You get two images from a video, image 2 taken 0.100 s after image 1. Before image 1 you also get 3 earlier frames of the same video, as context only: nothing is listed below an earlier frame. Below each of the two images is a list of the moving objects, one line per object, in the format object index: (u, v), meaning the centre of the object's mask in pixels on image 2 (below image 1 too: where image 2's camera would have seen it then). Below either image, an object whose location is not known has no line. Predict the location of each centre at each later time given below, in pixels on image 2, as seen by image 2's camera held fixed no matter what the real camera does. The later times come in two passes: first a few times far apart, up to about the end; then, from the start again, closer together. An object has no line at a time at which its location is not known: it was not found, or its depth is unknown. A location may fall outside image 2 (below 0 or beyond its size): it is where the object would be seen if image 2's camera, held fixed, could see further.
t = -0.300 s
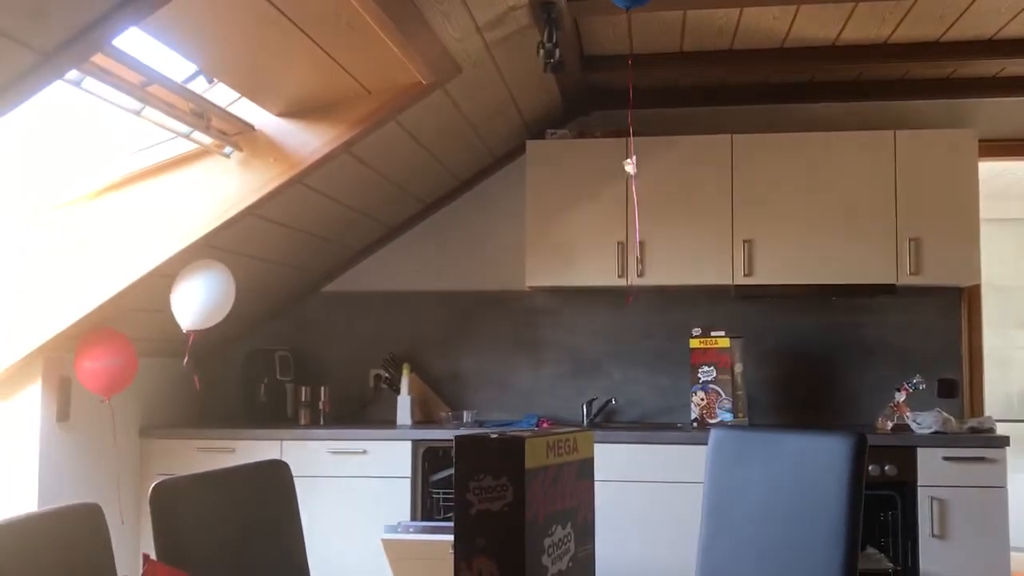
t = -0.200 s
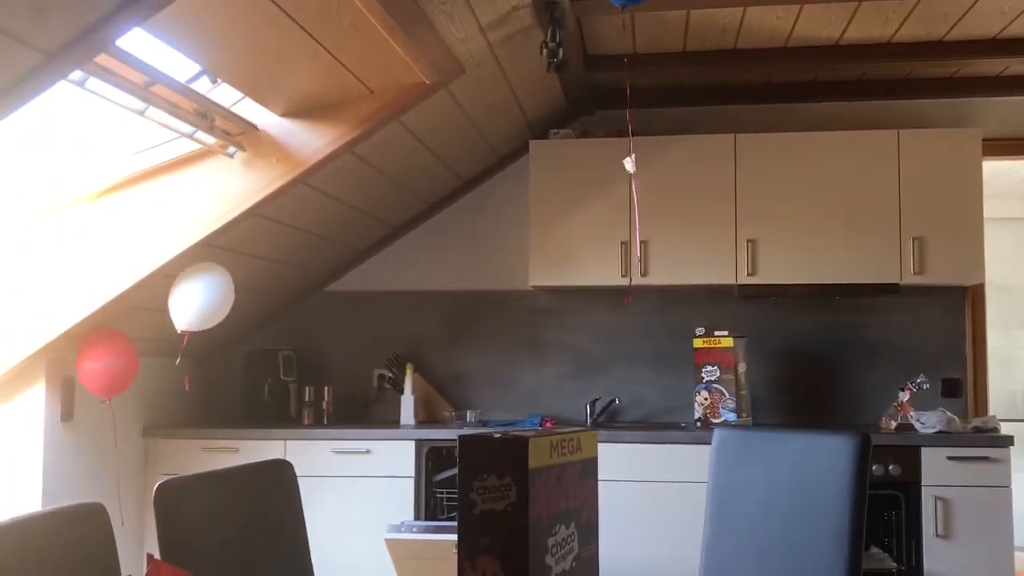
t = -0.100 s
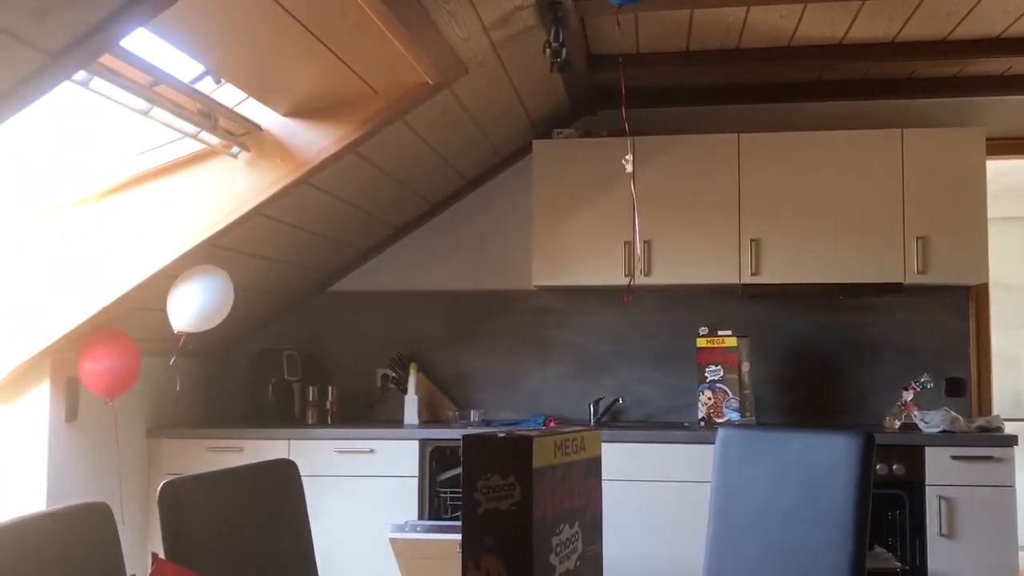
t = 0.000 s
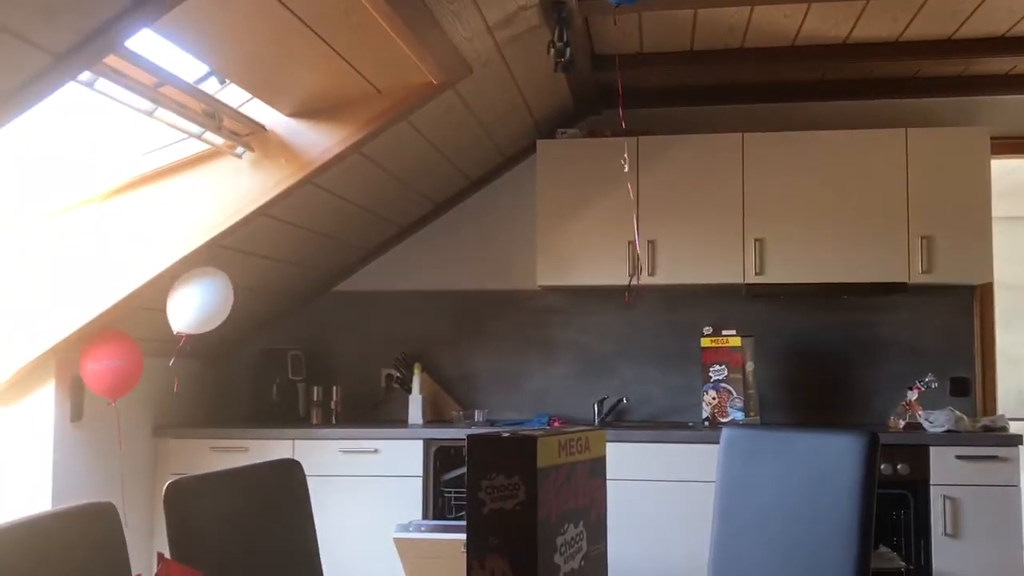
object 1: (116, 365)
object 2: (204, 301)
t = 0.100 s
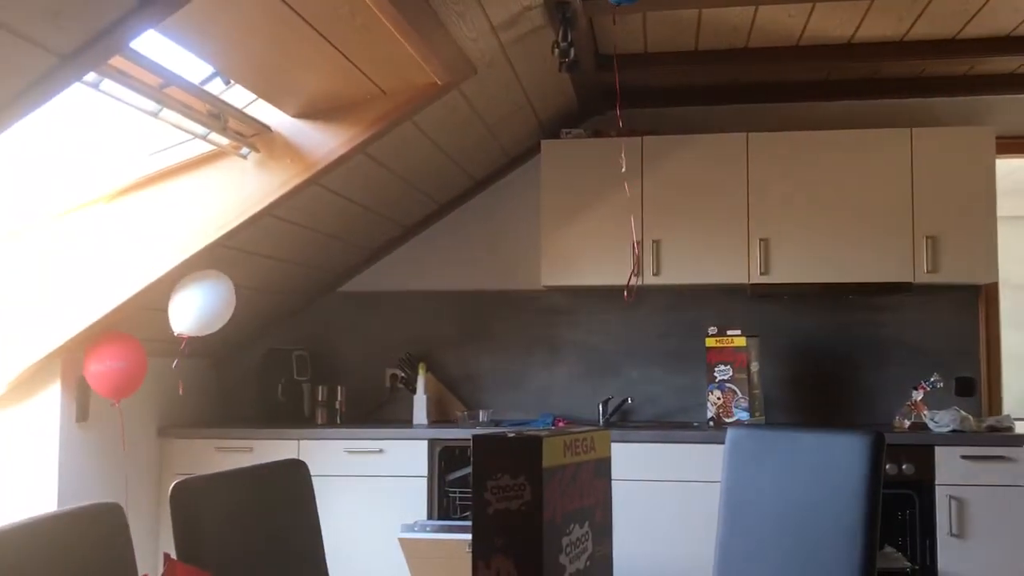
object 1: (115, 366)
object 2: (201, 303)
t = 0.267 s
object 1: (112, 367)
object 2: (197, 307)
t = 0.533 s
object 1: (108, 372)
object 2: (194, 315)
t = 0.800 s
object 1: (103, 372)
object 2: (191, 316)
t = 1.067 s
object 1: (97, 375)
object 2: (189, 320)
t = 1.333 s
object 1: (88, 375)
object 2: (187, 322)
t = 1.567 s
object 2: (186, 324)
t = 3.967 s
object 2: (217, 315)
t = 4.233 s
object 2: (221, 315)
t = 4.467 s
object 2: (223, 317)
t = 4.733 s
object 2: (224, 319)
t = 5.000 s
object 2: (224, 321)
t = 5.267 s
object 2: (224, 322)
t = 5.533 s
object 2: (225, 323)
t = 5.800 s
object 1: (240, 255)
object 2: (226, 322)
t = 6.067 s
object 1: (270, 318)
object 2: (220, 320)
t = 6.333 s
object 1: (278, 381)
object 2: (229, 318)
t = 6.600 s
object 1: (271, 380)
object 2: (228, 317)
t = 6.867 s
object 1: (302, 356)
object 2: (229, 315)
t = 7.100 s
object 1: (359, 341)
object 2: (229, 313)
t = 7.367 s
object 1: (455, 339)
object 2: (230, 312)
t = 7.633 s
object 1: (584, 364)
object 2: (229, 312)
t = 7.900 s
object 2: (228, 312)
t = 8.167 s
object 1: (890, 388)
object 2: (228, 313)
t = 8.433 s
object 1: (977, 347)
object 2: (227, 314)
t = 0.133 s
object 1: (115, 366)
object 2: (201, 304)
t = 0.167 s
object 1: (114, 366)
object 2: (200, 305)
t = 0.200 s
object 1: (113, 366)
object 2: (199, 306)
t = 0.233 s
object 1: (113, 367)
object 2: (198, 306)
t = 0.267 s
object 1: (112, 367)
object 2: (197, 307)
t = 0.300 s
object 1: (111, 367)
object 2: (196, 307)
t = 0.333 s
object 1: (110, 368)
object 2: (195, 308)
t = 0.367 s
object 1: (110, 368)
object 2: (195, 308)
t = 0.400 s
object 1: (109, 368)
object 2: (195, 309)
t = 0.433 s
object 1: (108, 368)
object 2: (194, 310)
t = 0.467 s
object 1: (108, 368)
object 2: (194, 311)
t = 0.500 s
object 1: (108, 369)
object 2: (194, 311)
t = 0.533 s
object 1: (108, 372)
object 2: (194, 315)
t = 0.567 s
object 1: (106, 368)
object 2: (193, 312)
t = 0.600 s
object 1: (106, 370)
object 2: (193, 313)
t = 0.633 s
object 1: (105, 370)
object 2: (192, 313)
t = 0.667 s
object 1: (104, 370)
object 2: (192, 314)
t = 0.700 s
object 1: (104, 370)
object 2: (192, 314)
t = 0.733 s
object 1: (103, 371)
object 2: (192, 315)
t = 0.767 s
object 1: (103, 372)
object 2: (191, 316)
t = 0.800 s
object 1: (103, 372)
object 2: (191, 316)
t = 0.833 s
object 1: (103, 373)
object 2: (191, 316)
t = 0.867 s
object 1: (102, 373)
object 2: (191, 317)
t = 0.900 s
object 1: (101, 374)
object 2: (190, 317)
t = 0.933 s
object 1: (101, 374)
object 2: (190, 318)
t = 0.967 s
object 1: (100, 374)
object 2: (189, 318)
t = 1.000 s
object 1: (100, 375)
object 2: (189, 319)
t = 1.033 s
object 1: (99, 375)
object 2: (189, 319)
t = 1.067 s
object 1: (97, 375)
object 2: (189, 320)
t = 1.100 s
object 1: (97, 376)
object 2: (188, 320)
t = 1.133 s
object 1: (95, 376)
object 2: (188, 320)
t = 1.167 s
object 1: (94, 376)
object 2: (188, 321)
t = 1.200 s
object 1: (93, 376)
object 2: (187, 321)
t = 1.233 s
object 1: (92, 375)
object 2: (187, 321)
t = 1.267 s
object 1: (91, 375)
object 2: (187, 322)
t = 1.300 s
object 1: (89, 375)
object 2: (187, 322)
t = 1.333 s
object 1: (88, 375)
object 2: (187, 322)
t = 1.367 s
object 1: (87, 375)
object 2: (187, 323)
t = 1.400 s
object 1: (86, 376)
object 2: (187, 323)
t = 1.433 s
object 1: (85, 376)
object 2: (186, 323)
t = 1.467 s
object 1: (84, 376)
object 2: (186, 323)
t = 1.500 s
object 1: (83, 376)
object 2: (186, 324)
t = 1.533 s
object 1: (81, 376)
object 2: (186, 324)
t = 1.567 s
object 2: (186, 324)
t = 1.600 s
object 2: (186, 324)
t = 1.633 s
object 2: (185, 324)
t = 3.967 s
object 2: (217, 315)
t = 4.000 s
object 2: (218, 314)
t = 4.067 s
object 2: (219, 315)
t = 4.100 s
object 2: (220, 315)
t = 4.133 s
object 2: (220, 315)
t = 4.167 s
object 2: (221, 315)
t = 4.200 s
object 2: (221, 315)
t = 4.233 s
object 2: (221, 315)
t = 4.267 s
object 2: (221, 315)
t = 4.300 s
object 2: (222, 316)
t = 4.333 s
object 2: (222, 316)
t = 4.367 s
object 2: (222, 316)
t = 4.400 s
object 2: (223, 317)
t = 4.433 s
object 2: (223, 317)
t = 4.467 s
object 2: (223, 317)
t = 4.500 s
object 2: (223, 317)
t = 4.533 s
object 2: (223, 317)
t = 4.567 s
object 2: (224, 318)
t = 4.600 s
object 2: (223, 318)
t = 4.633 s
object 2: (224, 318)
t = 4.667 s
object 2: (224, 319)
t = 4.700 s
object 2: (224, 319)
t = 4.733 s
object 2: (224, 319)
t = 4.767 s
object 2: (224, 320)
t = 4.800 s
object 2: (224, 320)
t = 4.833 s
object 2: (224, 320)
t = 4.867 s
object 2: (224, 320)
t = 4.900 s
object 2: (224, 321)
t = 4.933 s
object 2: (224, 321)
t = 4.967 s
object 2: (224, 321)
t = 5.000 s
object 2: (224, 321)
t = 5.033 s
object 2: (224, 321)
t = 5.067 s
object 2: (224, 321)
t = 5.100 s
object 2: (224, 322)
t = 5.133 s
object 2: (224, 322)
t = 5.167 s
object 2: (224, 322)
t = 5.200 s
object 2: (224, 322)
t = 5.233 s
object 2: (224, 322)
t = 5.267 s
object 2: (224, 322)
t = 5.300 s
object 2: (226, 324)
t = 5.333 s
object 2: (225, 323)
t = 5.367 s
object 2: (224, 324)
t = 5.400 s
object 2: (223, 322)
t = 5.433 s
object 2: (224, 323)
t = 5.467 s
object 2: (223, 323)
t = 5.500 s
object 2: (222, 322)
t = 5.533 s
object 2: (225, 323)
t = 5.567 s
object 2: (225, 322)
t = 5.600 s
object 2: (225, 322)
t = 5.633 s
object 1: (221, 226)
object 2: (225, 322)
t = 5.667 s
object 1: (224, 231)
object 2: (225, 322)
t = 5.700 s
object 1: (228, 237)
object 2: (226, 322)
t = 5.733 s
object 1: (232, 243)
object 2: (226, 322)
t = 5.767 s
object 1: (236, 249)
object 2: (226, 321)
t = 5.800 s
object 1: (240, 255)
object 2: (226, 322)
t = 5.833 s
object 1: (244, 261)
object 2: (226, 323)
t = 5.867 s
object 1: (247, 268)
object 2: (225, 324)
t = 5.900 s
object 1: (250, 275)
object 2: (224, 325)
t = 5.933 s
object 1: (254, 282)
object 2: (223, 326)
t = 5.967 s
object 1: (259, 291)
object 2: (221, 326)
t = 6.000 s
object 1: (262, 299)
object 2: (220, 324)
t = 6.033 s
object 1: (266, 309)
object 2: (220, 322)
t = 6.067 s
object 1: (270, 318)
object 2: (220, 320)
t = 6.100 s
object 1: (273, 328)
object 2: (222, 319)
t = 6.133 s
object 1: (276, 338)
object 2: (224, 318)
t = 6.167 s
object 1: (278, 347)
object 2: (226, 318)
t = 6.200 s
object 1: (279, 356)
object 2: (228, 318)
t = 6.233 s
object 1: (280, 364)
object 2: (228, 319)
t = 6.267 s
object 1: (280, 371)
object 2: (228, 319)
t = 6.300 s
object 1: (279, 376)
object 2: (228, 318)
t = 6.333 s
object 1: (278, 381)
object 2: (229, 318)
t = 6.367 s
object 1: (276, 384)
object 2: (228, 318)
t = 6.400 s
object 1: (274, 386)
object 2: (228, 318)
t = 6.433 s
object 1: (272, 386)
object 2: (228, 318)
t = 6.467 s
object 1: (271, 386)
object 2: (228, 317)
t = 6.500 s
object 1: (270, 385)
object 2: (228, 317)
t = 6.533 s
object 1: (270, 384)
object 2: (228, 317)
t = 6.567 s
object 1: (270, 382)
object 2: (228, 317)
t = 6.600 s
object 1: (271, 380)
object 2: (228, 317)
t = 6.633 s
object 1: (272, 377)
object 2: (228, 316)
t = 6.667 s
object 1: (275, 374)
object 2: (228, 316)
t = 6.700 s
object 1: (277, 371)
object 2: (229, 316)
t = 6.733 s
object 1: (281, 368)
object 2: (229, 316)
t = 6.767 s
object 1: (285, 365)
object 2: (229, 315)
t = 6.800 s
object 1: (290, 362)
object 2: (229, 315)
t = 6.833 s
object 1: (296, 359)
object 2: (229, 315)
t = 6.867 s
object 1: (302, 356)
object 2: (229, 315)
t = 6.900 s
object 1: (309, 353)
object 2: (229, 314)
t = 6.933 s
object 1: (316, 351)
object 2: (229, 314)
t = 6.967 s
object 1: (323, 349)
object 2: (229, 314)
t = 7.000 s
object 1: (332, 347)
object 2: (229, 314)
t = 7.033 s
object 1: (340, 345)
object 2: (229, 314)
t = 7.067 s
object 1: (349, 343)
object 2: (229, 314)
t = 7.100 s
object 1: (359, 341)
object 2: (229, 313)
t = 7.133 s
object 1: (368, 340)
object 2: (229, 313)
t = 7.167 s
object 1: (379, 339)
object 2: (229, 313)
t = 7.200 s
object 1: (390, 338)
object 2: (230, 313)
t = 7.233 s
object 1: (402, 337)
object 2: (230, 312)
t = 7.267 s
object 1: (414, 337)
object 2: (230, 312)
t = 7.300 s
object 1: (428, 337)
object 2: (230, 312)
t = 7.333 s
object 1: (441, 337)
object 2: (230, 312)
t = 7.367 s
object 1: (455, 339)
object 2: (230, 312)
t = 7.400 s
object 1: (470, 340)
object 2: (230, 312)
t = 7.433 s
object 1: (485, 342)
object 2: (230, 312)
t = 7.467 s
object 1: (502, 345)
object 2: (230, 312)
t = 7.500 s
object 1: (517, 348)
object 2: (230, 312)
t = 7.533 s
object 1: (534, 351)
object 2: (230, 312)
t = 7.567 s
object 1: (550, 355)
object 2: (230, 312)
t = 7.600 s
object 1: (567, 360)
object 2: (230, 312)
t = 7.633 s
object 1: (584, 364)
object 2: (229, 312)
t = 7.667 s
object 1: (601, 369)
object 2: (229, 312)
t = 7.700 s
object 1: (619, 373)
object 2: (229, 312)
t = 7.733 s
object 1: (636, 379)
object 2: (229, 312)
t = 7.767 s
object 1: (654, 384)
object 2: (229, 312)
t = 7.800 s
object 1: (671, 388)
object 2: (229, 312)
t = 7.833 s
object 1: (691, 393)
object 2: (229, 312)
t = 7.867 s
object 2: (229, 312)
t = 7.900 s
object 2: (228, 312)
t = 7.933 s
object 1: (755, 392)
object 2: (228, 312)
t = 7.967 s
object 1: (777, 391)
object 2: (228, 312)
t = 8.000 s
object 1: (797, 392)
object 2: (228, 312)
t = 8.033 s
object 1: (817, 392)
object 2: (228, 313)
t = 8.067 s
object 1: (837, 392)
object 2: (228, 313)
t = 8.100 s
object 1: (855, 391)
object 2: (228, 313)
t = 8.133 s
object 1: (873, 389)
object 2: (228, 313)
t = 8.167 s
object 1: (890, 388)
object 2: (228, 313)
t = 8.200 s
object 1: (905, 385)
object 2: (228, 313)
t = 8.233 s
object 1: (920, 380)
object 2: (228, 313)
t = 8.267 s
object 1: (932, 375)
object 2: (228, 313)
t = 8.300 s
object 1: (943, 370)
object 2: (228, 313)
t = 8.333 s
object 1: (954, 364)
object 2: (227, 314)
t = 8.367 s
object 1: (962, 358)
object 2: (228, 314)
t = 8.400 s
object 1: (970, 353)
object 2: (227, 314)
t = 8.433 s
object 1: (977, 347)
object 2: (227, 314)
